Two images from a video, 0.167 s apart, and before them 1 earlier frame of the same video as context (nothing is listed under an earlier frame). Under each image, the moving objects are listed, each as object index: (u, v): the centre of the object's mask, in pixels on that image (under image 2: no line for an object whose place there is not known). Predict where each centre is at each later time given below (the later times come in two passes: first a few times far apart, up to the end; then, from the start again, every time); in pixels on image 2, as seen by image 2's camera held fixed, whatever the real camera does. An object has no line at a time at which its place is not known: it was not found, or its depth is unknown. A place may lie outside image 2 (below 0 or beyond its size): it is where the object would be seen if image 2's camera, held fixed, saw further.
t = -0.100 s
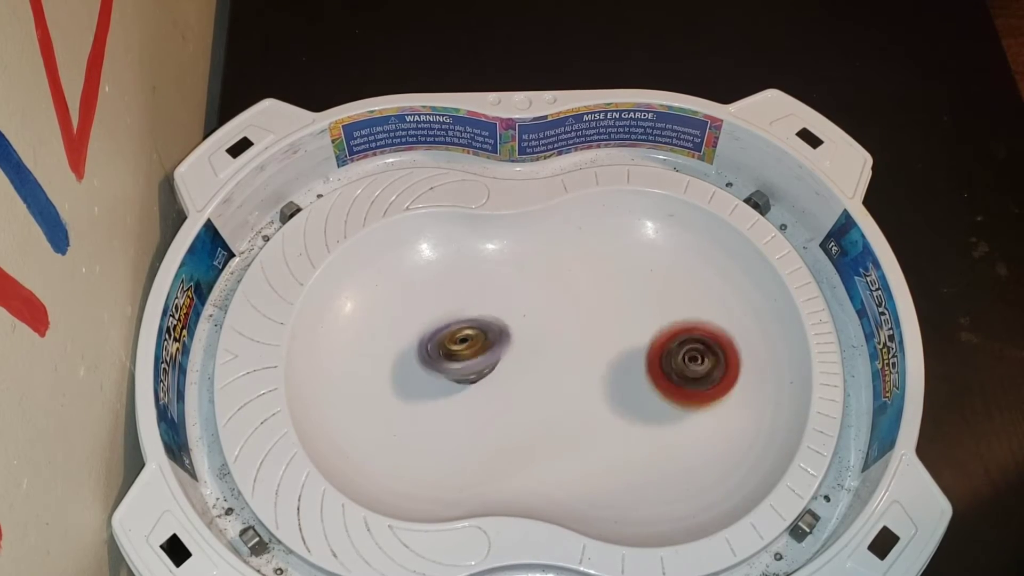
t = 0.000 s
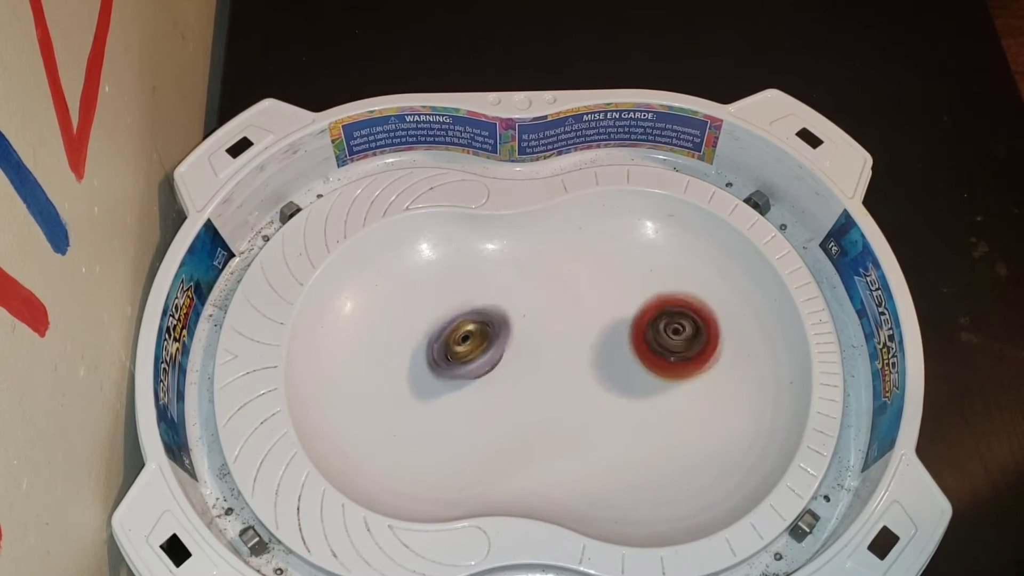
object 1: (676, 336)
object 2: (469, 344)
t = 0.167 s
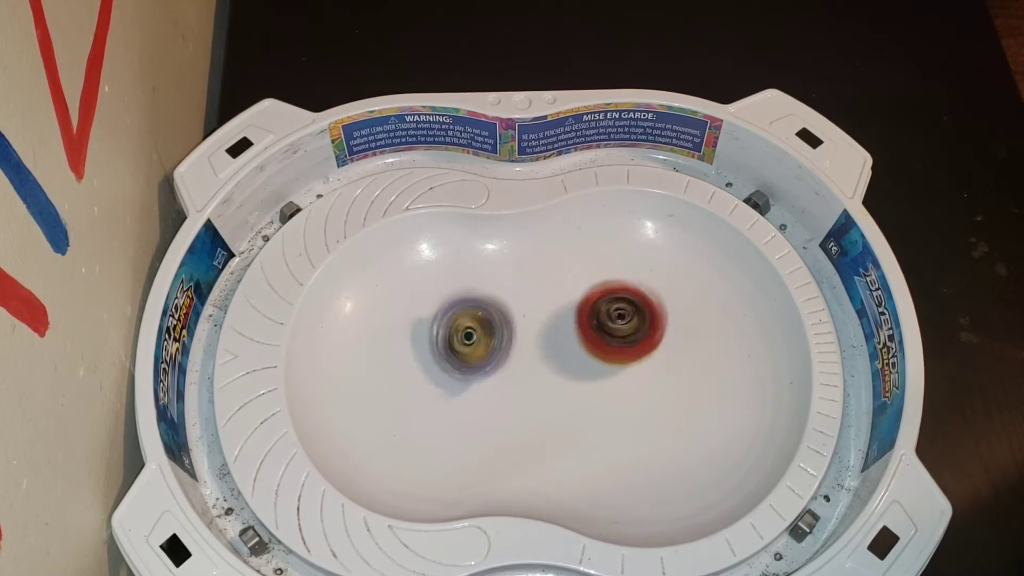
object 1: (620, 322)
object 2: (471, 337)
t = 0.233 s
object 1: (598, 328)
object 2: (475, 334)
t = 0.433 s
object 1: (570, 363)
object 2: (451, 339)
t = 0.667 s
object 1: (644, 399)
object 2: (421, 383)
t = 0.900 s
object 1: (697, 359)
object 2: (434, 399)
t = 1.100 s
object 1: (651, 319)
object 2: (454, 385)
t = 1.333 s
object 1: (588, 342)
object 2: (498, 333)
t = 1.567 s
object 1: (631, 398)
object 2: (477, 326)
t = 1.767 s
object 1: (680, 393)
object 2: (470, 351)
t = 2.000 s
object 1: (650, 342)
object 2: (472, 374)
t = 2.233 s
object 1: (582, 334)
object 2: (496, 362)
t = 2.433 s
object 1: (614, 330)
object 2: (409, 355)
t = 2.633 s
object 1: (657, 320)
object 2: (388, 330)
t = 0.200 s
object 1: (609, 324)
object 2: (473, 337)
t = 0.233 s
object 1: (598, 328)
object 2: (475, 334)
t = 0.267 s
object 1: (587, 331)
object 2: (476, 333)
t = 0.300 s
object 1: (576, 336)
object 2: (476, 331)
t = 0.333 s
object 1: (569, 340)
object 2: (472, 331)
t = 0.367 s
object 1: (561, 347)
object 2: (468, 333)
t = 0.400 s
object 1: (562, 355)
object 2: (462, 336)
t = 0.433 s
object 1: (570, 363)
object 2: (451, 339)
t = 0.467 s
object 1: (580, 370)
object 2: (444, 345)
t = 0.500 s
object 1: (588, 376)
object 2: (437, 351)
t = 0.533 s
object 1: (600, 382)
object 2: (432, 359)
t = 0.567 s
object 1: (610, 388)
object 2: (428, 365)
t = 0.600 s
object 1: (621, 392)
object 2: (425, 373)
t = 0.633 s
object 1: (633, 397)
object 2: (421, 379)
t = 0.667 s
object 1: (644, 399)
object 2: (421, 383)
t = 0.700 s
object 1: (656, 400)
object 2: (421, 387)
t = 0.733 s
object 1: (667, 397)
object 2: (423, 391)
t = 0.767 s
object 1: (677, 393)
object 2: (424, 395)
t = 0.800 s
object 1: (686, 387)
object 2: (425, 397)
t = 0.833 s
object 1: (692, 379)
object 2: (428, 398)
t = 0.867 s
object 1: (696, 369)
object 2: (431, 398)
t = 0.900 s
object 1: (697, 359)
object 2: (434, 399)
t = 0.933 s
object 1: (695, 349)
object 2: (435, 398)
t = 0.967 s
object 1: (689, 340)
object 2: (438, 397)
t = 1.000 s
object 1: (682, 332)
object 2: (441, 395)
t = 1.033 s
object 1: (672, 326)
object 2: (444, 394)
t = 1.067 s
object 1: (663, 322)
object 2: (449, 389)
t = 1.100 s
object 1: (651, 319)
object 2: (454, 385)
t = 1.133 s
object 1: (639, 318)
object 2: (460, 381)
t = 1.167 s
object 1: (628, 320)
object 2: (466, 373)
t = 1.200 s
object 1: (617, 321)
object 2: (475, 365)
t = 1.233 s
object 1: (606, 325)
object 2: (483, 359)
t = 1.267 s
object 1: (595, 328)
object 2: (492, 351)
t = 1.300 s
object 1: (587, 334)
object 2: (501, 342)
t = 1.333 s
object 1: (588, 342)
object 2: (498, 333)
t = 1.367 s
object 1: (594, 352)
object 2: (490, 323)
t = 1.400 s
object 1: (598, 361)
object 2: (485, 319)
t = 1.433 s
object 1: (602, 368)
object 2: (482, 315)
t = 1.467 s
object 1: (609, 377)
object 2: (479, 318)
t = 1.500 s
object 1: (615, 386)
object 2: (479, 318)
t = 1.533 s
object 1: (622, 391)
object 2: (478, 321)
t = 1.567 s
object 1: (631, 398)
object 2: (477, 326)
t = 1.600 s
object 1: (640, 403)
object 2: (477, 329)
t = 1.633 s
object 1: (649, 405)
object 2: (477, 334)
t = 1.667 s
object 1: (658, 406)
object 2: (476, 337)
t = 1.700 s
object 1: (667, 404)
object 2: (475, 341)
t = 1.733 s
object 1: (674, 399)
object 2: (472, 346)
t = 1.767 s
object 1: (680, 393)
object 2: (470, 351)
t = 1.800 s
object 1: (683, 386)
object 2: (470, 357)
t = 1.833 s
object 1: (682, 376)
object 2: (468, 361)
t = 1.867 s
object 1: (679, 368)
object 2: (468, 365)
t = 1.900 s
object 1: (674, 360)
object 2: (469, 369)
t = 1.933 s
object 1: (666, 353)
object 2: (469, 371)
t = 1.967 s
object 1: (659, 347)
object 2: (471, 374)
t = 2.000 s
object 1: (650, 342)
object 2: (472, 374)
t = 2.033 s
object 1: (640, 338)
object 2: (473, 373)
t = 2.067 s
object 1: (629, 335)
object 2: (477, 367)
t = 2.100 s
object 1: (620, 333)
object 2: (480, 369)
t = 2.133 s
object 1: (610, 333)
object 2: (482, 365)
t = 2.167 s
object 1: (601, 334)
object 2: (488, 363)
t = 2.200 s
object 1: (591, 333)
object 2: (493, 362)
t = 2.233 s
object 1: (582, 334)
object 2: (496, 362)
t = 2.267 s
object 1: (577, 335)
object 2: (496, 364)
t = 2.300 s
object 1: (578, 334)
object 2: (488, 367)
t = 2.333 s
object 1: (586, 332)
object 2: (472, 368)
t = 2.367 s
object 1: (599, 330)
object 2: (439, 369)
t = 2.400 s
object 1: (606, 330)
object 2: (423, 363)
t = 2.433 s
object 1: (614, 330)
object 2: (409, 355)
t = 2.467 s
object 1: (623, 329)
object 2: (396, 353)
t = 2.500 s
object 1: (631, 329)
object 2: (389, 347)
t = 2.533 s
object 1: (638, 328)
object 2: (383, 342)
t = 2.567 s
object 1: (645, 326)
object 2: (381, 336)
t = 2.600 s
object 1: (652, 323)
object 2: (382, 331)
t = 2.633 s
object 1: (657, 320)
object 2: (388, 330)
